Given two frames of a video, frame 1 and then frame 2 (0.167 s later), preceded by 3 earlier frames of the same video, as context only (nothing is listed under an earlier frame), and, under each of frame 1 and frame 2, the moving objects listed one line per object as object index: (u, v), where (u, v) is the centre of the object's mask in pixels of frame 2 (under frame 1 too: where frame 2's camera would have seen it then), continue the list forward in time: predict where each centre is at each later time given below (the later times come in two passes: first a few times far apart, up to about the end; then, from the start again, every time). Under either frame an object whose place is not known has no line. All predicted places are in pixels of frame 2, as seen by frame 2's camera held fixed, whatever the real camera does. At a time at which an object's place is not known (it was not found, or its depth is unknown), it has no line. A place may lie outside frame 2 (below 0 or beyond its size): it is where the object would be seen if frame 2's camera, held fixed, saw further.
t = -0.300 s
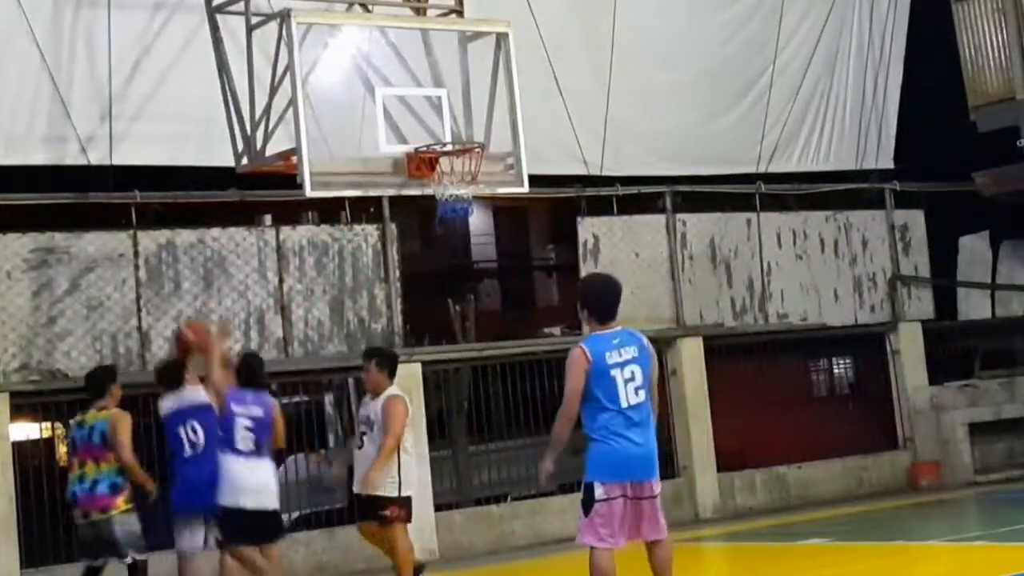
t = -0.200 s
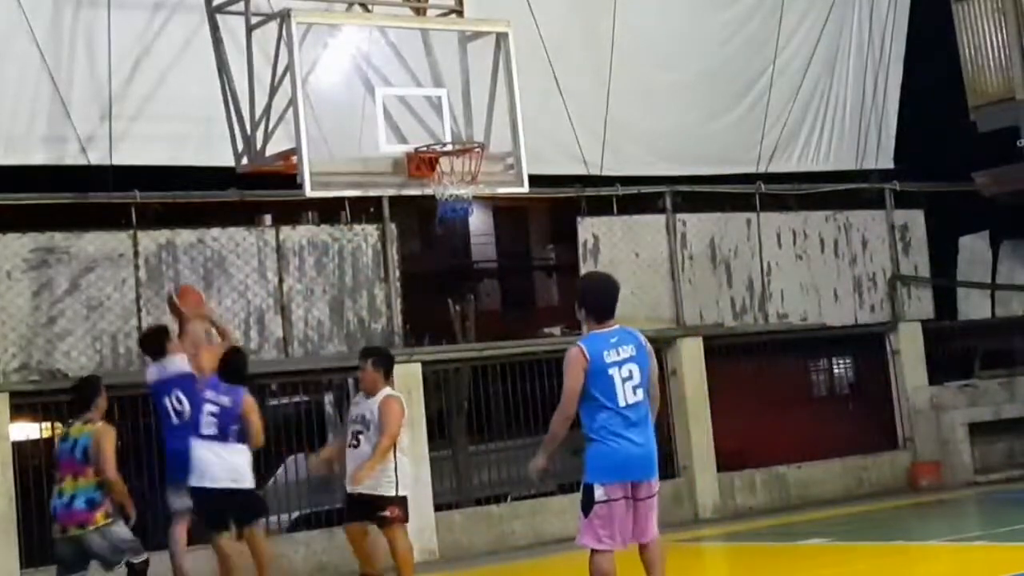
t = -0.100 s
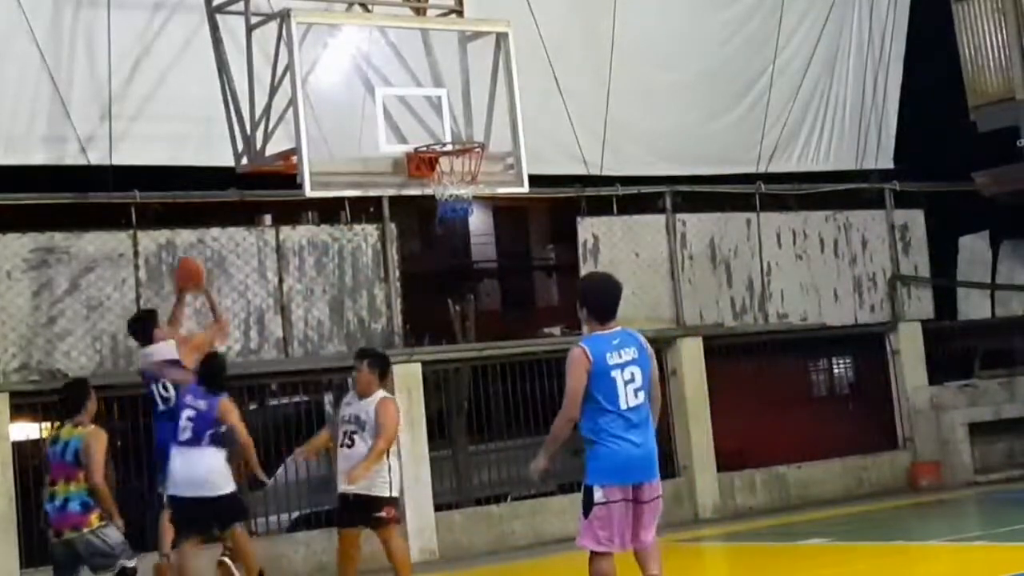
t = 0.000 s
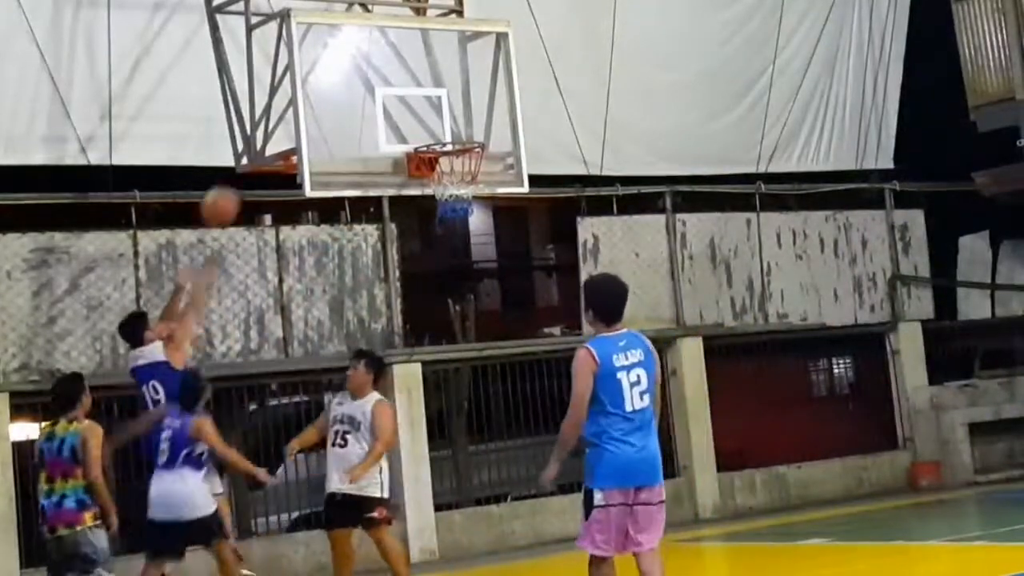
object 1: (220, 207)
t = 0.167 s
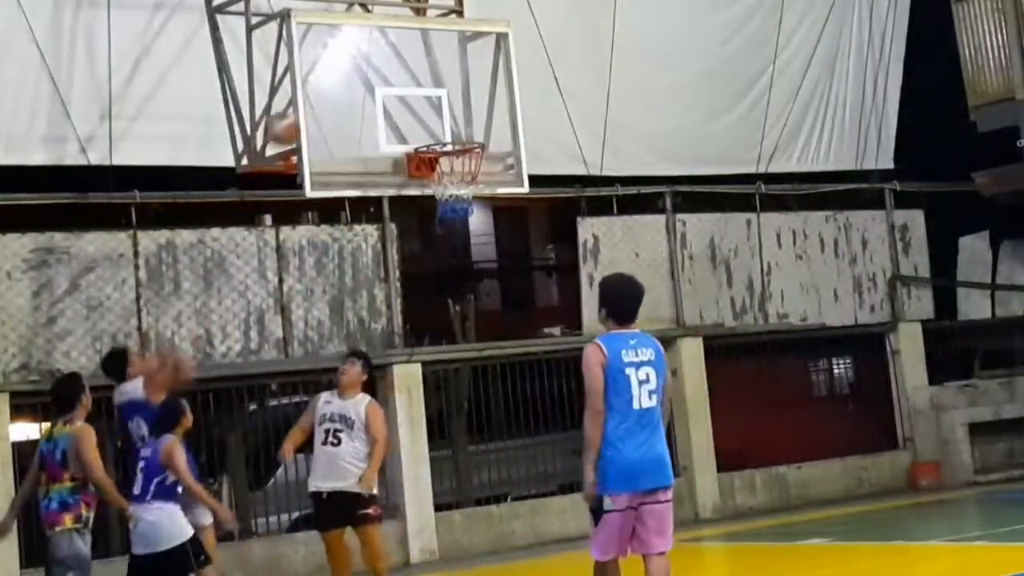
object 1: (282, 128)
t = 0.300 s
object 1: (335, 97)
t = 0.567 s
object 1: (440, 109)
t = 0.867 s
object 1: (449, 127)
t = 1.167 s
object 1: (456, 164)
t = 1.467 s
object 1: (469, 238)
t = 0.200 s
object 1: (297, 119)
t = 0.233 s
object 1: (309, 109)
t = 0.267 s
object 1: (322, 103)
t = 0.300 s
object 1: (335, 97)
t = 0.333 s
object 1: (348, 92)
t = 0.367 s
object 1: (360, 90)
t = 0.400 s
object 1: (373, 89)
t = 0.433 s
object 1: (386, 90)
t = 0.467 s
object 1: (400, 93)
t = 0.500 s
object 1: (414, 96)
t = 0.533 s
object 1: (426, 103)
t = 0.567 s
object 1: (440, 109)
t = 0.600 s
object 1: (455, 116)
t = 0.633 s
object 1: (467, 126)
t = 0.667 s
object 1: (471, 130)
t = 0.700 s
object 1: (468, 126)
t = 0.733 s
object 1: (463, 124)
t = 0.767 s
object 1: (459, 123)
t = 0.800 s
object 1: (456, 123)
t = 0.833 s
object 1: (453, 125)
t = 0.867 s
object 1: (449, 127)
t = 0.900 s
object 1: (445, 134)
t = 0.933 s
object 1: (442, 139)
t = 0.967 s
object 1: (443, 140)
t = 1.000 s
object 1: (445, 140)
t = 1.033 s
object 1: (447, 142)
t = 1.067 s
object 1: (449, 146)
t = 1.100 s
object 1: (452, 151)
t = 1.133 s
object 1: (455, 158)
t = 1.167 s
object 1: (456, 164)
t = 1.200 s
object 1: (458, 166)
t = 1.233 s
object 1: (460, 173)
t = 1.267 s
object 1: (462, 179)
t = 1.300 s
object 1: (463, 184)
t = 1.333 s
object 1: (465, 198)
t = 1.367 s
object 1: (467, 207)
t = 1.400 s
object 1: (468, 213)
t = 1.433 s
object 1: (470, 225)
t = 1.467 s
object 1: (469, 238)
